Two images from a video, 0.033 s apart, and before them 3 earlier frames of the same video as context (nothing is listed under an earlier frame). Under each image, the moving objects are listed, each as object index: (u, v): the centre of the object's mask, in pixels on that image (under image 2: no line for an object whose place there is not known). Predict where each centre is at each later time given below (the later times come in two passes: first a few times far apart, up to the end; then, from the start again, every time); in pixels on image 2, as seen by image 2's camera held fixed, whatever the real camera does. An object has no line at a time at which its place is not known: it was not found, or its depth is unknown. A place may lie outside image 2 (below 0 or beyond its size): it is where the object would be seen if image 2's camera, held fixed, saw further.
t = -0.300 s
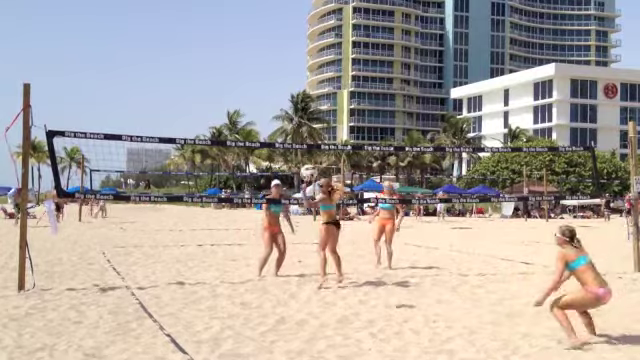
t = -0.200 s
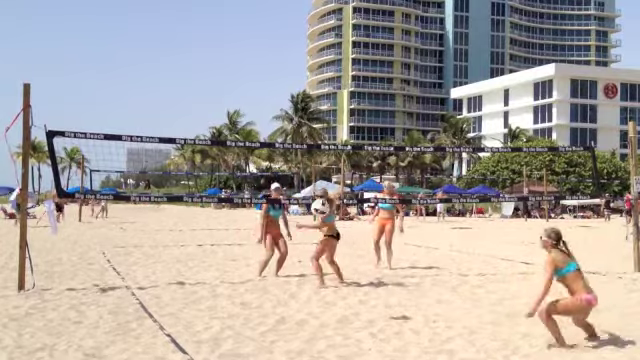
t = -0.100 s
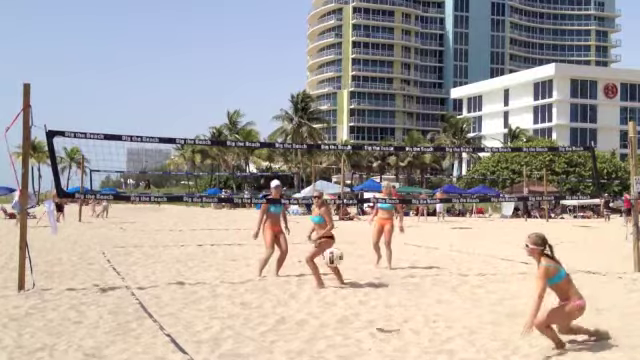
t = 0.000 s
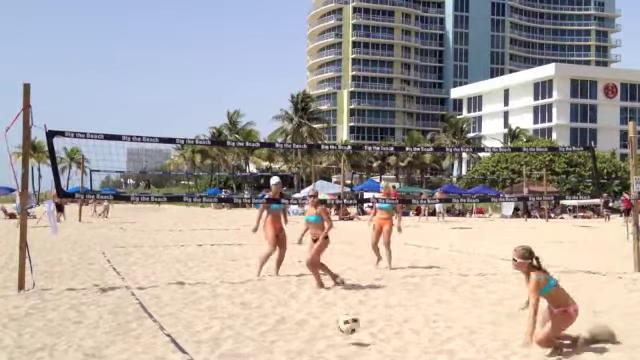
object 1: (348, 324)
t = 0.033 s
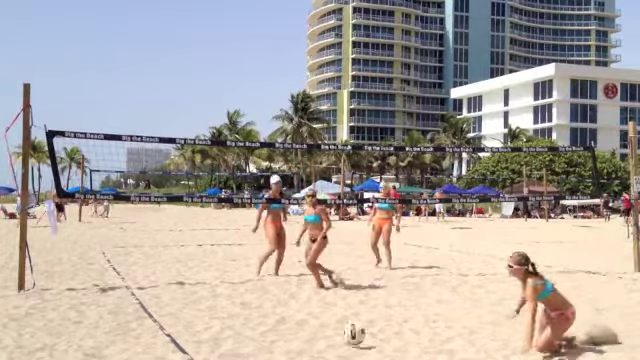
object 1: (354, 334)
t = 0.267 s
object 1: (396, 252)
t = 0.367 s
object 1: (421, 231)
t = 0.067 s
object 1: (359, 319)
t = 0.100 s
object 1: (366, 306)
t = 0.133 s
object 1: (370, 293)
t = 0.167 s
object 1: (376, 281)
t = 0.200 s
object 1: (383, 270)
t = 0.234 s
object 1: (390, 258)
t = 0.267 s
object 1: (396, 252)
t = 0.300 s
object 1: (404, 244)
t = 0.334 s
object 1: (412, 237)
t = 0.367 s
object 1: (421, 231)
